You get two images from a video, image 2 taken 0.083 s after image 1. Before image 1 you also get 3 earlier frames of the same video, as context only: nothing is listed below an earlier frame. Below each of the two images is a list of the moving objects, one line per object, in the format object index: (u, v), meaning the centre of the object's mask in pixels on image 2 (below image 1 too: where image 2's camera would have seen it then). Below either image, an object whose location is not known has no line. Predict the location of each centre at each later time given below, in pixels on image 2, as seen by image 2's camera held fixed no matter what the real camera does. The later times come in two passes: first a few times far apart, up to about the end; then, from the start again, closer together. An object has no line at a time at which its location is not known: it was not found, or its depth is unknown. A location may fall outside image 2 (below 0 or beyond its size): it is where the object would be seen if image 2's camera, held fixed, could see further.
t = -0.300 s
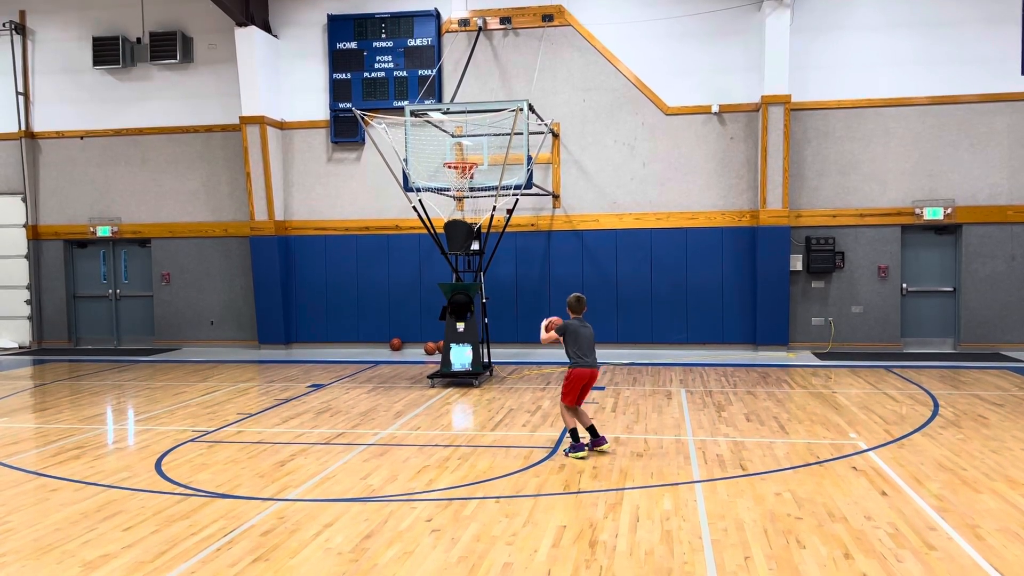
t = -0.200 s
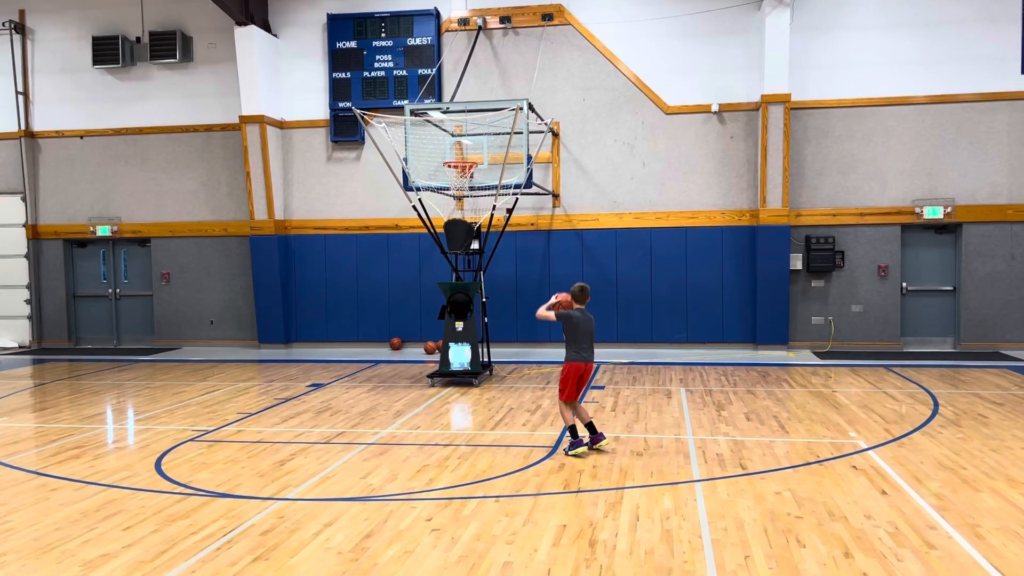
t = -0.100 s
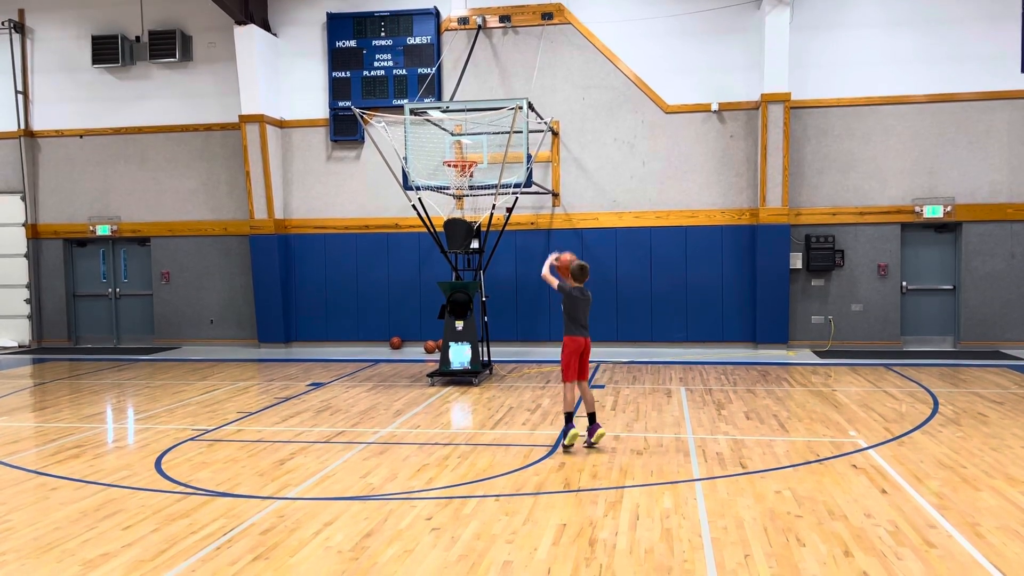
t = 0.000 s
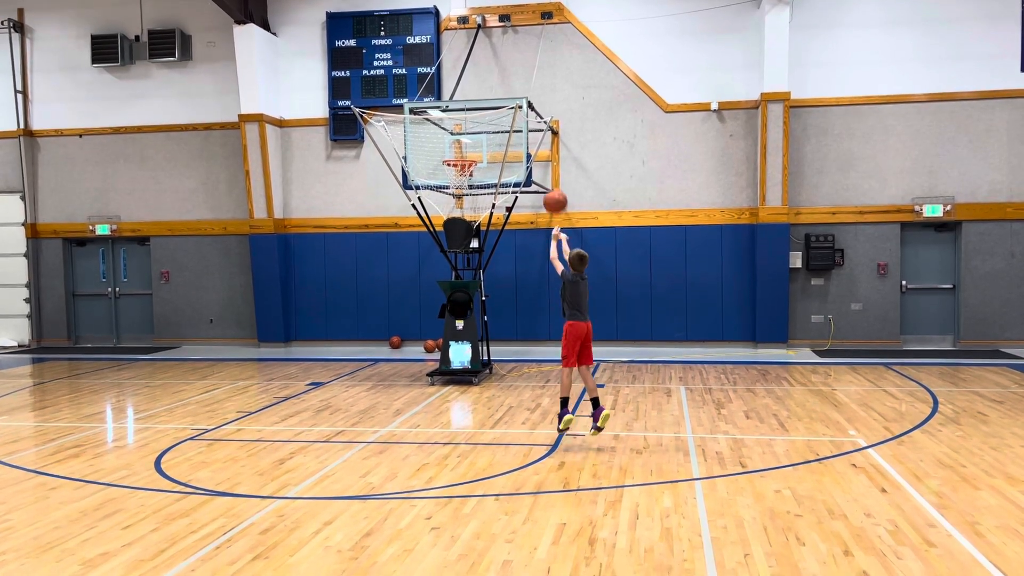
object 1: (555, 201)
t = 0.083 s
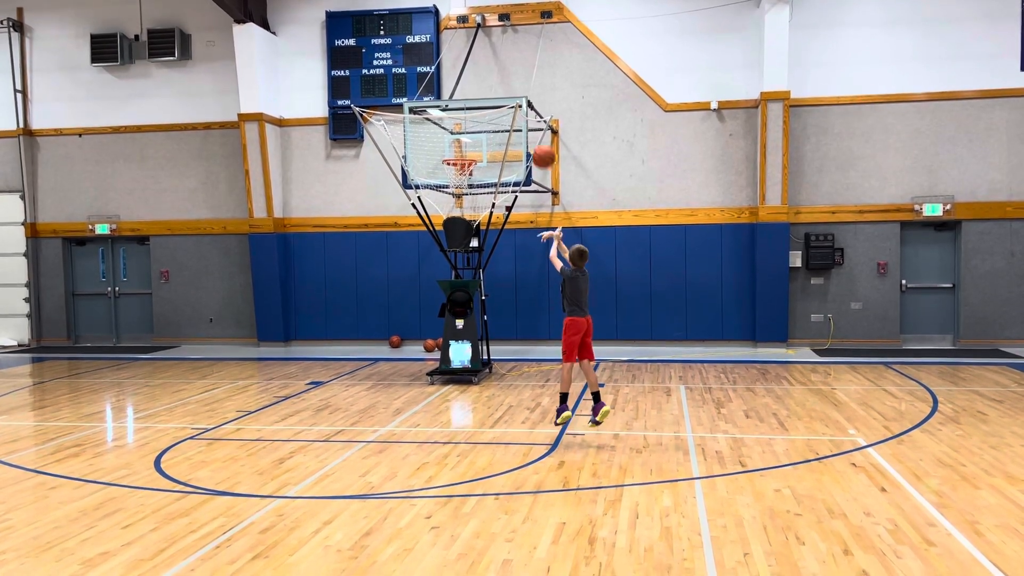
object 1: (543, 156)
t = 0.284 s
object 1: (520, 86)
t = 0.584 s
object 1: (491, 60)
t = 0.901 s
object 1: (468, 110)
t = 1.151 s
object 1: (457, 180)
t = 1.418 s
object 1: (455, 213)
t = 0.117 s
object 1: (539, 142)
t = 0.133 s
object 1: (537, 134)
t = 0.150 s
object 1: (535, 128)
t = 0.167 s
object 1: (533, 121)
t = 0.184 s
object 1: (531, 115)
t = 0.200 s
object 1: (529, 110)
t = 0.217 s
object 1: (527, 105)
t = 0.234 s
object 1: (525, 100)
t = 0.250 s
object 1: (524, 95)
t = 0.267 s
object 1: (522, 90)
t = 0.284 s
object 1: (520, 86)
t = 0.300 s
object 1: (518, 82)
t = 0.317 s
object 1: (516, 79)
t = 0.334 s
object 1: (514, 76)
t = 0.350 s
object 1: (513, 73)
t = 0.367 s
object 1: (511, 70)
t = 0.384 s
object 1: (509, 68)
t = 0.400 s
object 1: (508, 66)
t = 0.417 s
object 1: (506, 64)
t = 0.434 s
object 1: (504, 63)
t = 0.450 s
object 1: (503, 61)
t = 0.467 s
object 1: (501, 60)
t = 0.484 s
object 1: (500, 60)
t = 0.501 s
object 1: (498, 59)
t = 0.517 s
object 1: (497, 59)
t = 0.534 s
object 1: (495, 59)
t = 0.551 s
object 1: (494, 59)
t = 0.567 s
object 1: (492, 60)
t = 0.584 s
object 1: (491, 60)
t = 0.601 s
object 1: (490, 61)
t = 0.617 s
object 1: (488, 62)
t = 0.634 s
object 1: (487, 63)
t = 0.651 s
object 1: (485, 65)
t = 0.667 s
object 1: (484, 67)
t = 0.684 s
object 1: (483, 69)
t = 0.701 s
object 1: (482, 71)
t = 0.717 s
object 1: (481, 73)
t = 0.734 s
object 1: (479, 75)
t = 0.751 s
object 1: (478, 78)
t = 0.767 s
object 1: (477, 81)
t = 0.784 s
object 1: (476, 84)
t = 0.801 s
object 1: (474, 88)
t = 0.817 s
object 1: (473, 91)
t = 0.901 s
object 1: (468, 110)
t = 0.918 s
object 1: (467, 115)
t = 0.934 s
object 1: (466, 119)
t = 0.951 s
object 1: (465, 125)
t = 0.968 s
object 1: (464, 129)
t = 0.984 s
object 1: (463, 135)
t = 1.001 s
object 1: (463, 139)
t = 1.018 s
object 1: (462, 144)
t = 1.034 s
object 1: (461, 149)
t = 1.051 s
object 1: (460, 153)
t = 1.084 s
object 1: (457, 168)
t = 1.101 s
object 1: (456, 171)
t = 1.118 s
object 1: (456, 178)
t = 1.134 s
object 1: (456, 179)
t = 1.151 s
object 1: (457, 180)
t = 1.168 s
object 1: (456, 181)
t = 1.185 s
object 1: (456, 182)
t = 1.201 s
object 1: (456, 185)
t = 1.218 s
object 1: (456, 187)
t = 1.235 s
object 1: (456, 189)
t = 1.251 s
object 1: (455, 192)
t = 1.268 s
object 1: (455, 194)
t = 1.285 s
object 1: (455, 197)
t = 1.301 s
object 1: (455, 200)
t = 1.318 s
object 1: (455, 203)
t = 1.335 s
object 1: (455, 206)
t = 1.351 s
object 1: (455, 207)
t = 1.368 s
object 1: (455, 211)
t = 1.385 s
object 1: (455, 212)
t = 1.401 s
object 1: (455, 213)
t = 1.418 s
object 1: (455, 213)
